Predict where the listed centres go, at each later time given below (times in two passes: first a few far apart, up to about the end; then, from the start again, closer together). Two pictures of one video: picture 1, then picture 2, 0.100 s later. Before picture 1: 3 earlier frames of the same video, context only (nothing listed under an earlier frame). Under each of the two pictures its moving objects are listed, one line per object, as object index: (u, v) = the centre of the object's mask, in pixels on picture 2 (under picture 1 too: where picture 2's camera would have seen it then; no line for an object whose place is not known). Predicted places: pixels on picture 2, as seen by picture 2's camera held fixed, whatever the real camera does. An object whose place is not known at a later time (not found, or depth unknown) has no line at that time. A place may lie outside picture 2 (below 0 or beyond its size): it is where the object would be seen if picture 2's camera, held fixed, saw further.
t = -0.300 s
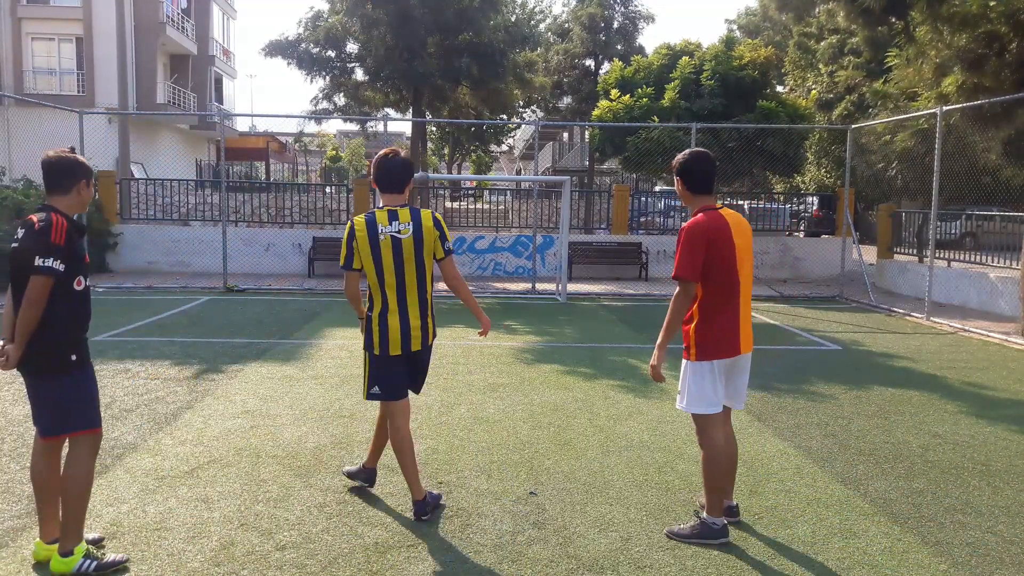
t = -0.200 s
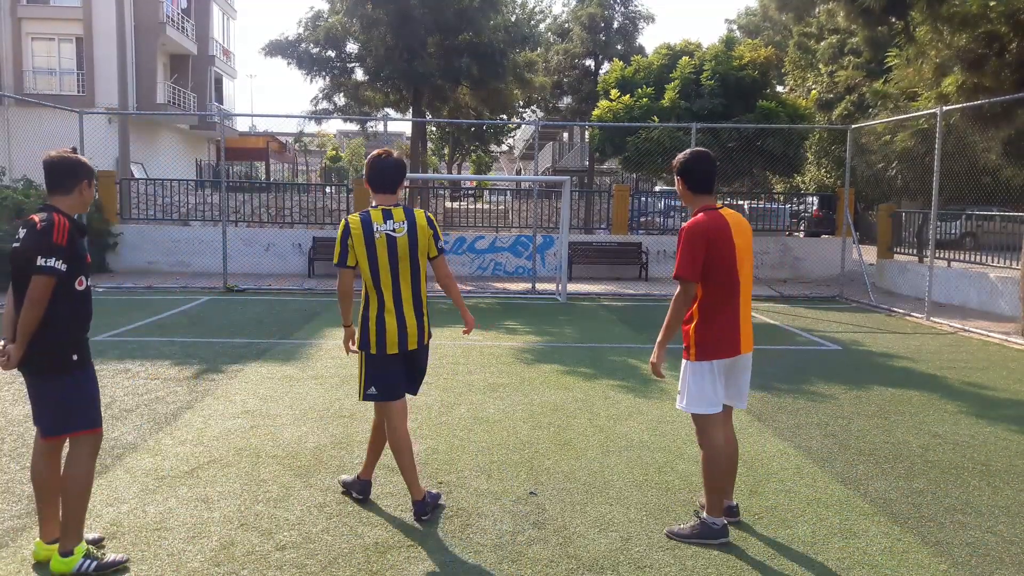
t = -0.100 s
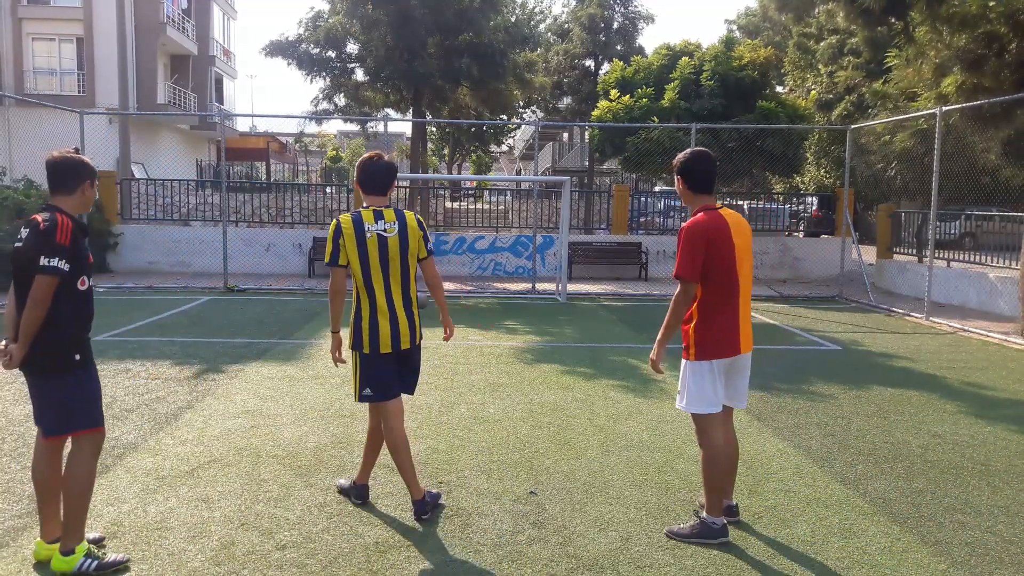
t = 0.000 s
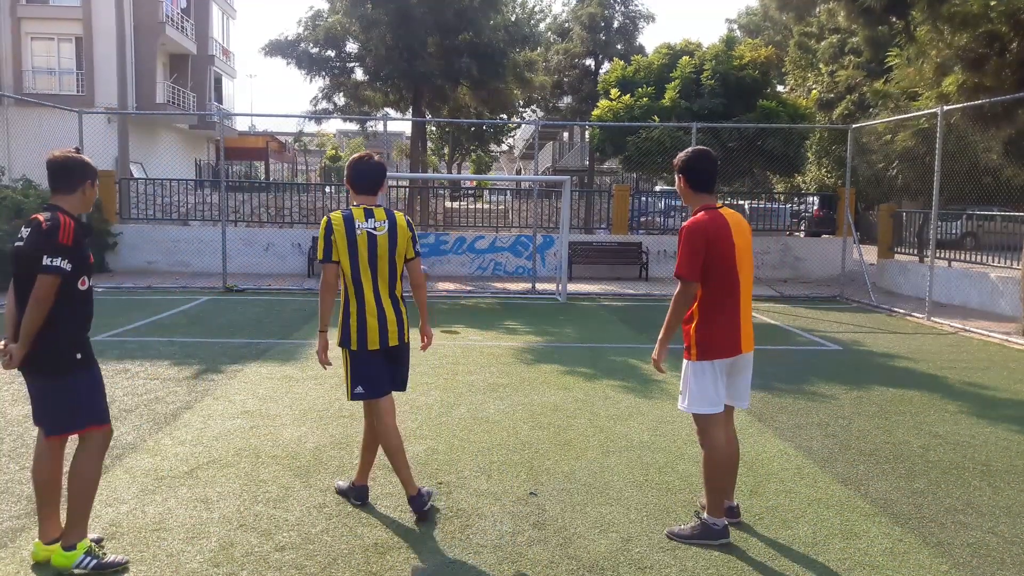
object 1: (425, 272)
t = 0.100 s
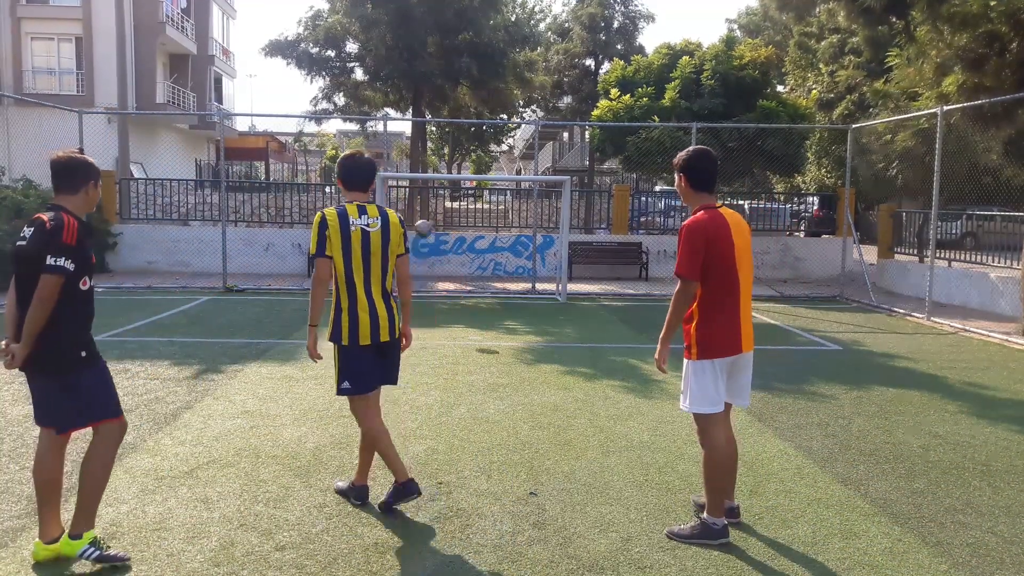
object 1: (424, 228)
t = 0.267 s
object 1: (426, 162)
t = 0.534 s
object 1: (432, 87)
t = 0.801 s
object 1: (441, 77)
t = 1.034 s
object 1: (452, 159)
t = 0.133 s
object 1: (424, 215)
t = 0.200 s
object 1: (425, 187)
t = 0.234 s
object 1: (426, 173)
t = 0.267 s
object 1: (426, 162)
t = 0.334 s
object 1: (427, 137)
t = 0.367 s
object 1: (428, 128)
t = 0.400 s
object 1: (429, 118)
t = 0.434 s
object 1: (429, 109)
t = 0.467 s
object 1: (431, 101)
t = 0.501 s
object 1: (432, 93)
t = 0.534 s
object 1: (432, 87)
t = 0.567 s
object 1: (433, 82)
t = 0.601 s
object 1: (434, 77)
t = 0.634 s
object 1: (435, 74)
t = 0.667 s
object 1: (436, 72)
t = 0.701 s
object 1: (438, 71)
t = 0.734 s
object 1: (439, 72)
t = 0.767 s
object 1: (440, 74)
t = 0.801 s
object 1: (441, 77)
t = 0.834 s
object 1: (442, 82)
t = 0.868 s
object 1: (444, 90)
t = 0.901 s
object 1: (445, 99)
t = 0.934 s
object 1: (447, 111)
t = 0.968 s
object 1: (448, 123)
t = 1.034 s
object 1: (452, 159)
